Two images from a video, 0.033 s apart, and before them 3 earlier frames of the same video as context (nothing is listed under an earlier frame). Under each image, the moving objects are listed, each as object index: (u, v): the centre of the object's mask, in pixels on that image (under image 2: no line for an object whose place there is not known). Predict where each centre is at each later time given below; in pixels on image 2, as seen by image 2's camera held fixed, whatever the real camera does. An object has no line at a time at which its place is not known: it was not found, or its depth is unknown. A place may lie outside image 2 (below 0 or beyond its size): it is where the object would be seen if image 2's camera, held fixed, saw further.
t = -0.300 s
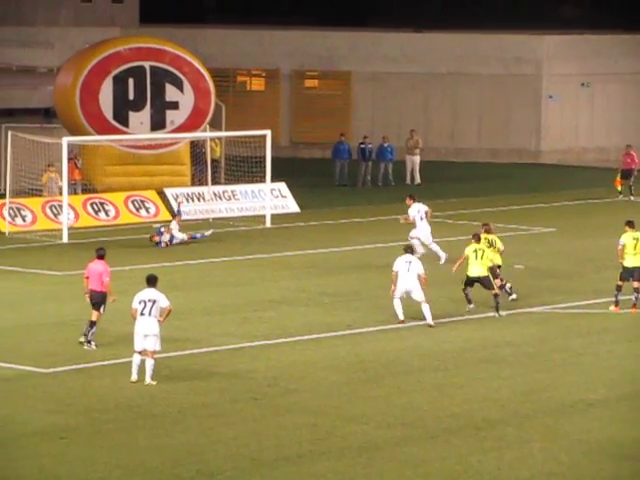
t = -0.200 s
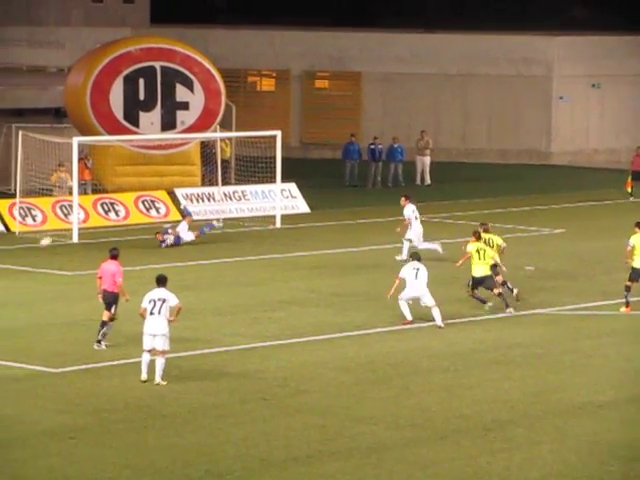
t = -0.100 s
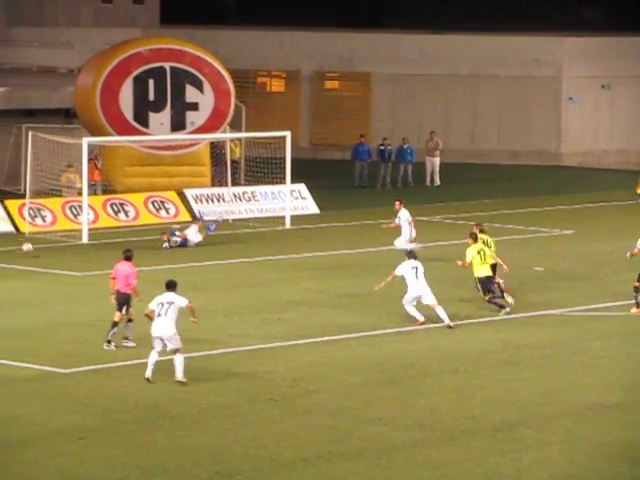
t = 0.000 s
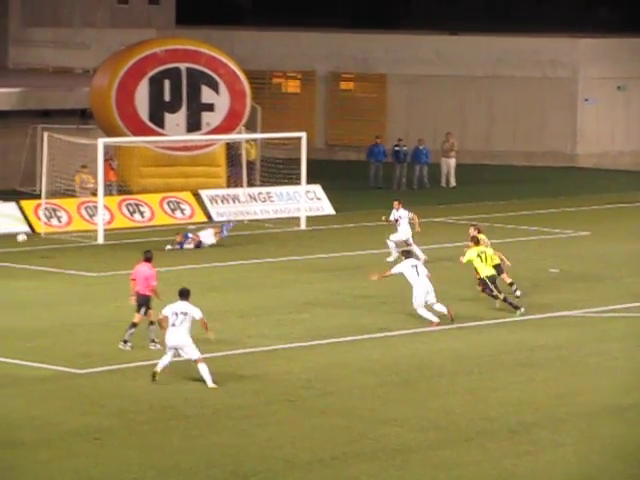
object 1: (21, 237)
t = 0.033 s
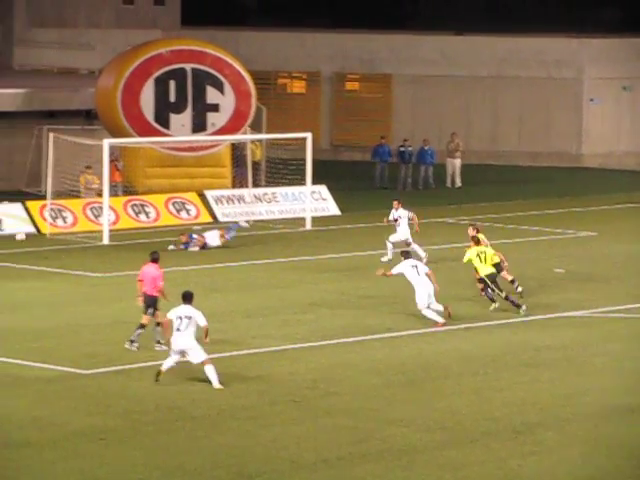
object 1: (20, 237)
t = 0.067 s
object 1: (13, 235)
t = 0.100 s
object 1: (6, 234)
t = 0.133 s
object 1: (-2, 233)
